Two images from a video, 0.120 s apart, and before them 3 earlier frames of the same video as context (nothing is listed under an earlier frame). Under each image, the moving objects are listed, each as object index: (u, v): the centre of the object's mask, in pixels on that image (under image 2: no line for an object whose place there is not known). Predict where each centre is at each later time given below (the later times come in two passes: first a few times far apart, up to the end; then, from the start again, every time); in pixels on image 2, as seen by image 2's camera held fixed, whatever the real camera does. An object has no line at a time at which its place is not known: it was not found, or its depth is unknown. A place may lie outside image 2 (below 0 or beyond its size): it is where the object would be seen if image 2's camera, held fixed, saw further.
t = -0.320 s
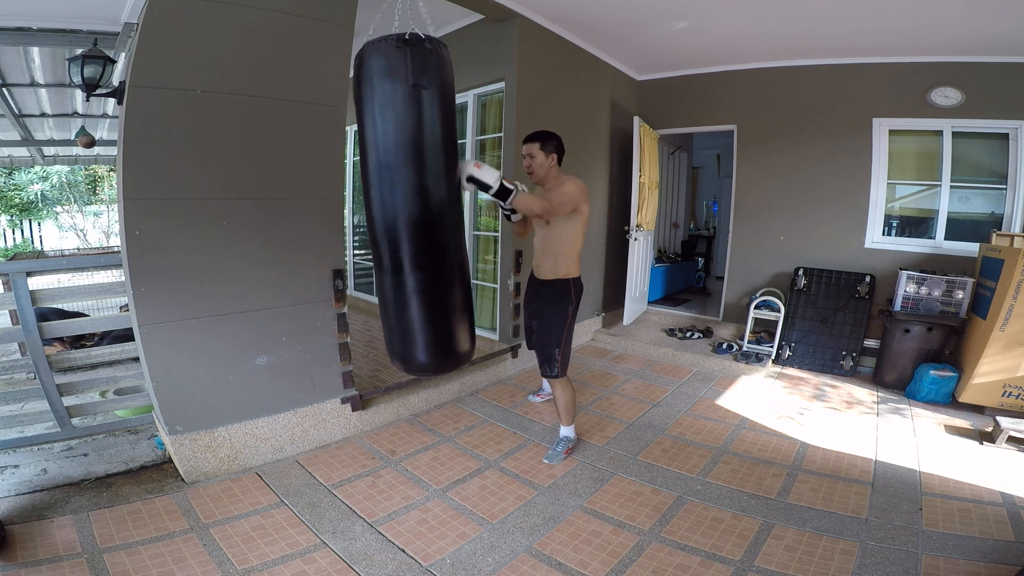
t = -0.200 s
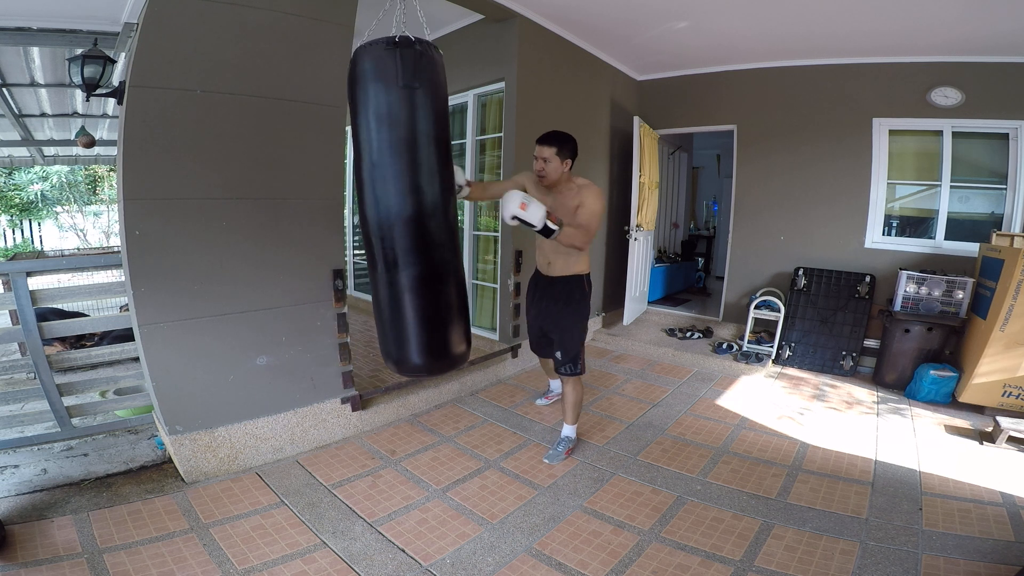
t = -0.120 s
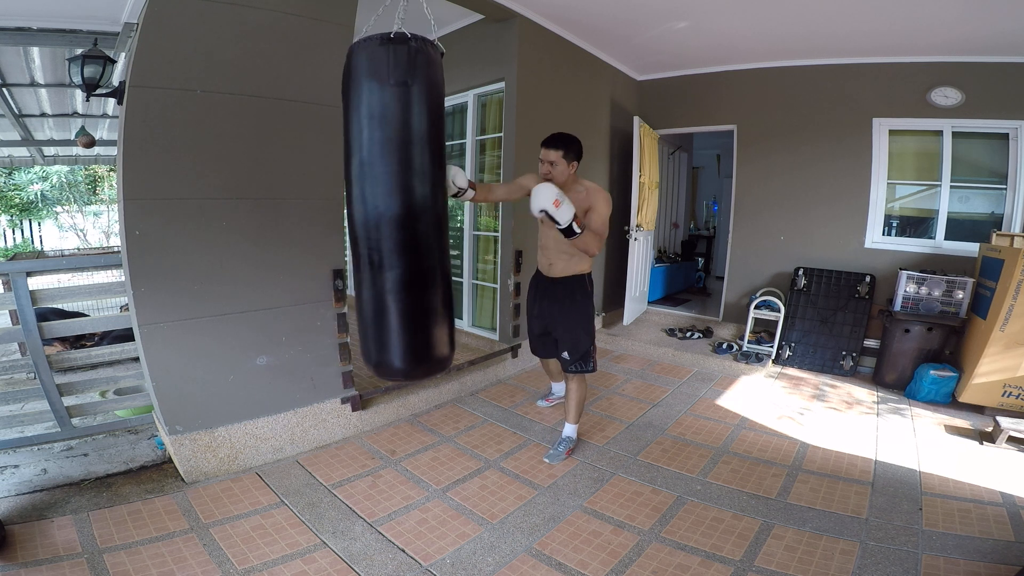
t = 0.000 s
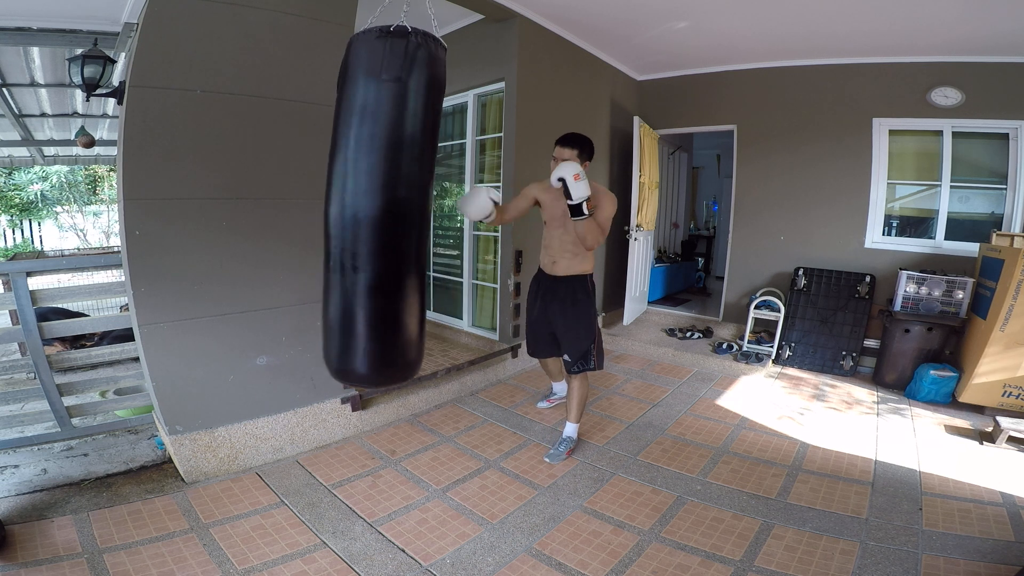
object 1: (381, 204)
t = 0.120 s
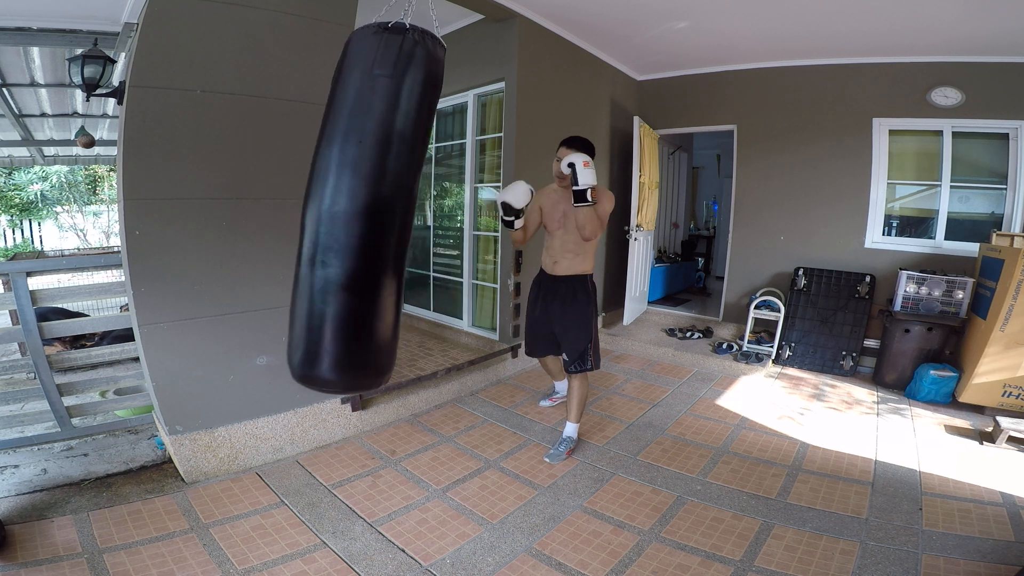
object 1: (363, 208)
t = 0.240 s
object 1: (343, 213)
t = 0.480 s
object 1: (323, 209)
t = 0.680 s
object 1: (332, 211)
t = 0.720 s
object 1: (335, 212)
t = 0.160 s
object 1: (356, 210)
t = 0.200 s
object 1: (350, 212)
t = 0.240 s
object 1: (343, 213)
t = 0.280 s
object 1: (337, 213)
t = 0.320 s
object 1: (332, 213)
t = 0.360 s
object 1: (328, 212)
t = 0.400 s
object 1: (325, 211)
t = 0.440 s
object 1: (324, 210)
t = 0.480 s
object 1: (323, 209)
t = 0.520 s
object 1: (323, 210)
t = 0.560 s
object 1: (324, 210)
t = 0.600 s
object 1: (327, 210)
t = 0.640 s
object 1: (329, 210)
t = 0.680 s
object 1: (332, 211)
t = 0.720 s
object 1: (335, 212)
